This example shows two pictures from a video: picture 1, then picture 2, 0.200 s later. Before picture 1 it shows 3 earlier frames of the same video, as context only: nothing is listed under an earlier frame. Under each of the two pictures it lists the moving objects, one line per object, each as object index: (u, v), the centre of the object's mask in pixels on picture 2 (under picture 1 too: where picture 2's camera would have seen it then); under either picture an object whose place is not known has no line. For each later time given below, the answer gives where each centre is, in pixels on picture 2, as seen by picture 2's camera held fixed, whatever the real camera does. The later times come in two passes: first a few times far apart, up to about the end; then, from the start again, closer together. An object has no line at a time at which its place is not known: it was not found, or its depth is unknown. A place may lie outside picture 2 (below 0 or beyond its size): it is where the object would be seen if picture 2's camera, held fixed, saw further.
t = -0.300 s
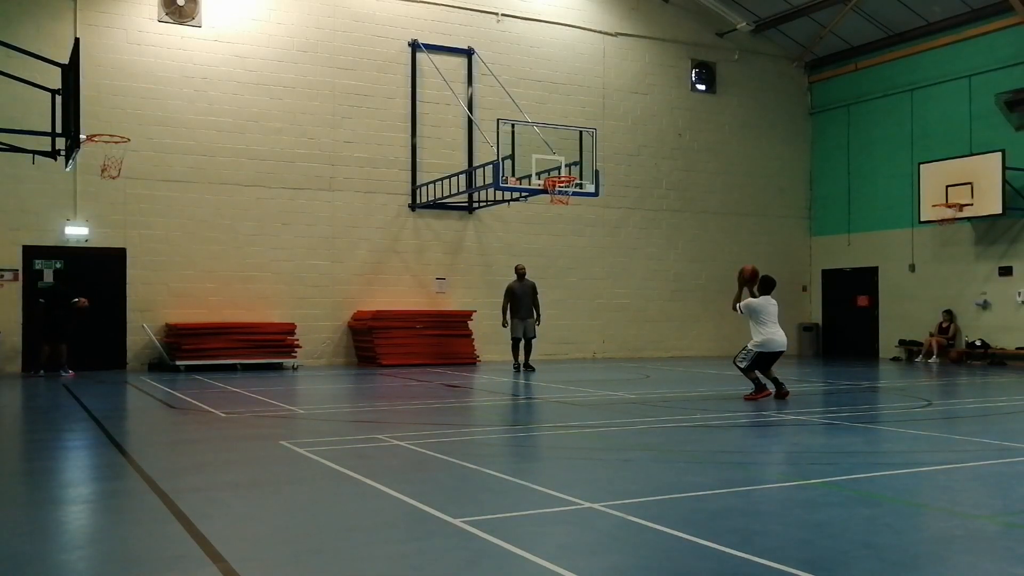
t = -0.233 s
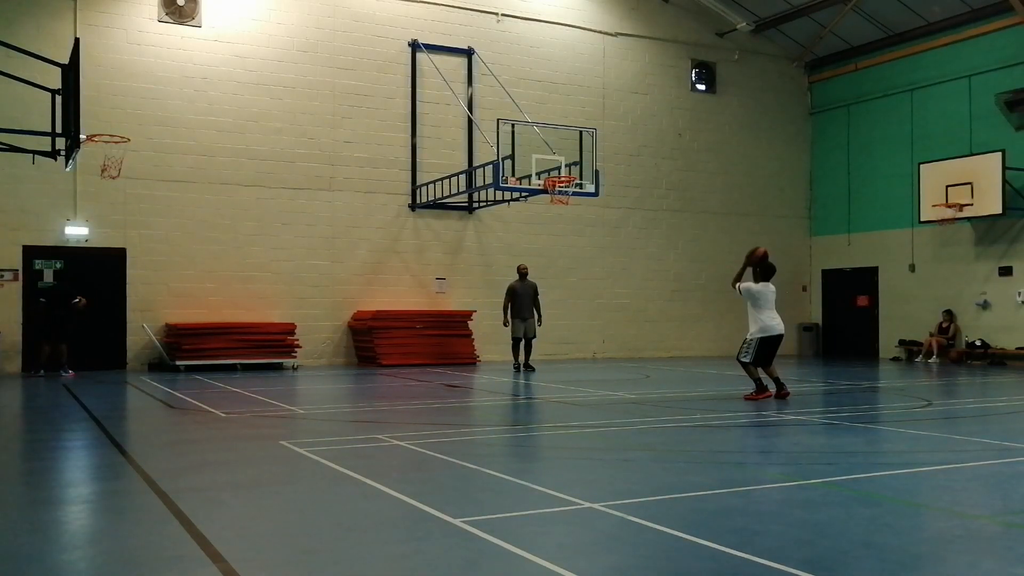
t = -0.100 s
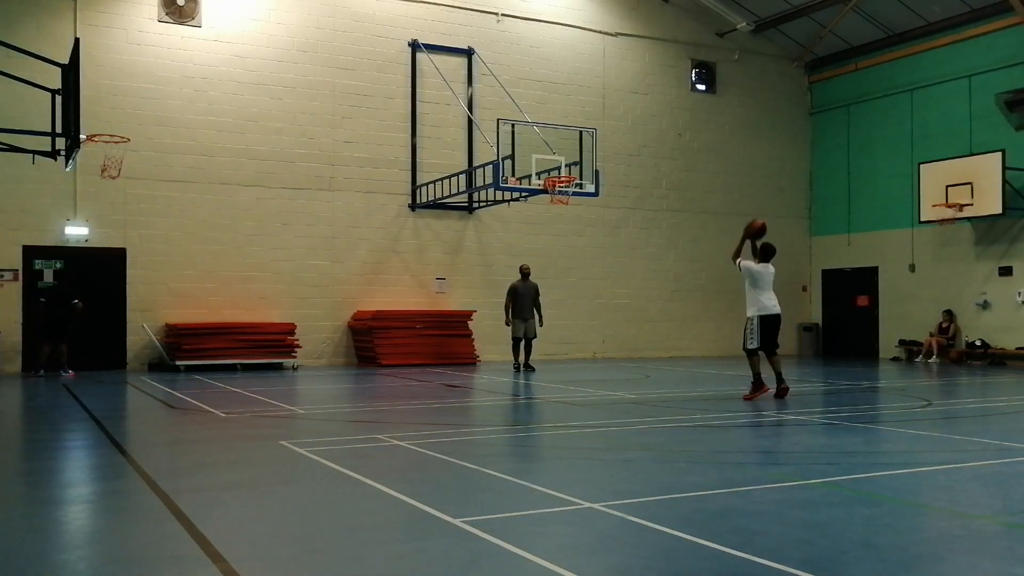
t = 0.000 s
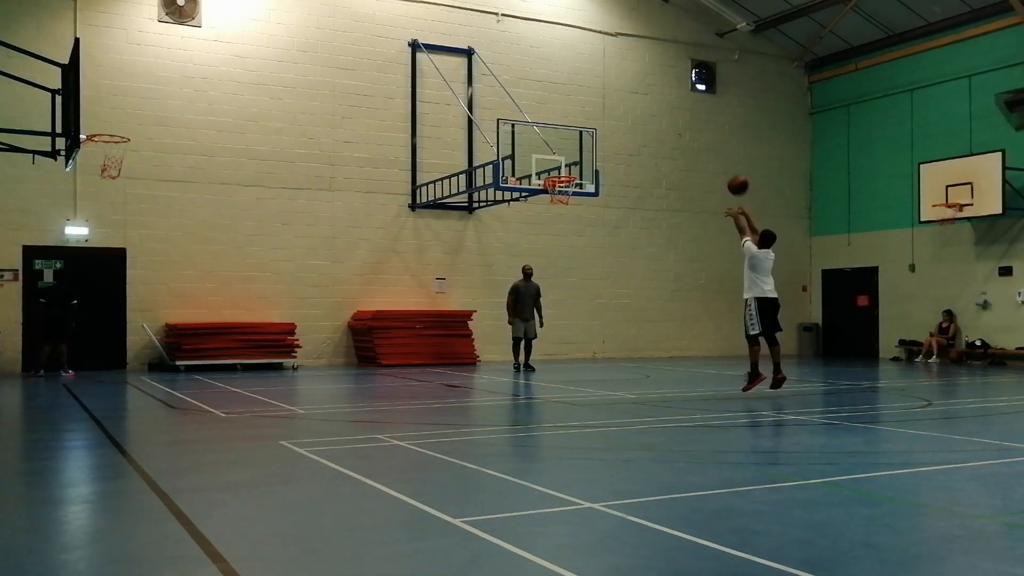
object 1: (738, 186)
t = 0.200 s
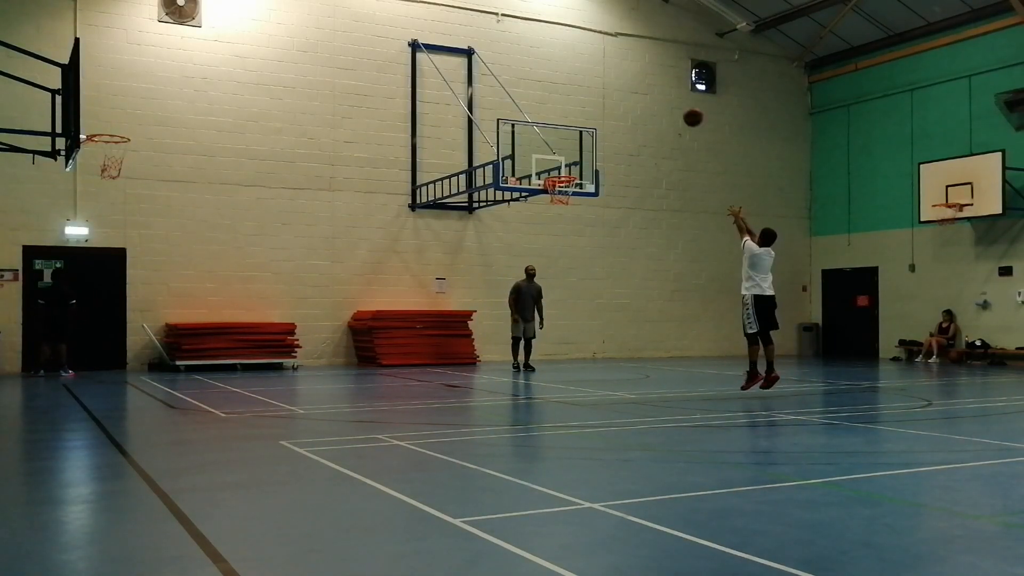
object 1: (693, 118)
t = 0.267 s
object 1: (679, 103)
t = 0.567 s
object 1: (625, 83)
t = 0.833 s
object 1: (584, 119)
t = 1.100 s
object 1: (556, 173)
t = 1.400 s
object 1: (577, 228)
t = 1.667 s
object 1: (601, 314)
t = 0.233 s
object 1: (686, 110)
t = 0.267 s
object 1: (679, 103)
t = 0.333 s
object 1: (666, 92)
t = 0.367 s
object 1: (660, 88)
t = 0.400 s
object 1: (654, 85)
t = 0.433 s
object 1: (648, 83)
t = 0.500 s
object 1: (636, 82)
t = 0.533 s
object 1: (630, 82)
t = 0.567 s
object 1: (625, 83)
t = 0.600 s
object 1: (619, 85)
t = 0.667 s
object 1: (609, 92)
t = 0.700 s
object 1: (603, 96)
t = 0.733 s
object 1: (598, 101)
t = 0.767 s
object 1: (594, 106)
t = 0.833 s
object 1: (584, 119)
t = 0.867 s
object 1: (579, 127)
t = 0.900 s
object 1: (574, 135)
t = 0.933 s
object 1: (570, 144)
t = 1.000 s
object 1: (565, 153)
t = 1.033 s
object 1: (562, 163)
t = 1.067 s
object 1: (556, 171)
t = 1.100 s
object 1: (556, 173)
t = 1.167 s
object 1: (556, 190)
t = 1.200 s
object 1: (559, 193)
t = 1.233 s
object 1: (561, 197)
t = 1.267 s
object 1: (565, 202)
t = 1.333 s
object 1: (571, 214)
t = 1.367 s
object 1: (574, 221)
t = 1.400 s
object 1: (577, 228)
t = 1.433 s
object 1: (580, 236)
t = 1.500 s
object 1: (586, 255)
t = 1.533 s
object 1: (589, 266)
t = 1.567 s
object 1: (592, 277)
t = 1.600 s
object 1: (595, 289)
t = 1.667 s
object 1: (601, 314)
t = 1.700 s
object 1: (604, 327)
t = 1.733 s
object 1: (607, 342)
